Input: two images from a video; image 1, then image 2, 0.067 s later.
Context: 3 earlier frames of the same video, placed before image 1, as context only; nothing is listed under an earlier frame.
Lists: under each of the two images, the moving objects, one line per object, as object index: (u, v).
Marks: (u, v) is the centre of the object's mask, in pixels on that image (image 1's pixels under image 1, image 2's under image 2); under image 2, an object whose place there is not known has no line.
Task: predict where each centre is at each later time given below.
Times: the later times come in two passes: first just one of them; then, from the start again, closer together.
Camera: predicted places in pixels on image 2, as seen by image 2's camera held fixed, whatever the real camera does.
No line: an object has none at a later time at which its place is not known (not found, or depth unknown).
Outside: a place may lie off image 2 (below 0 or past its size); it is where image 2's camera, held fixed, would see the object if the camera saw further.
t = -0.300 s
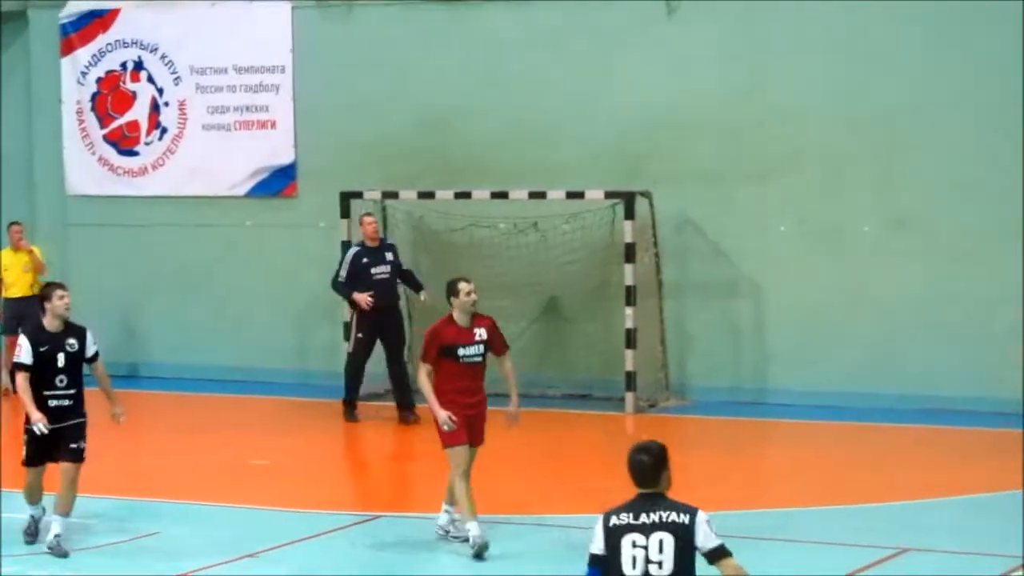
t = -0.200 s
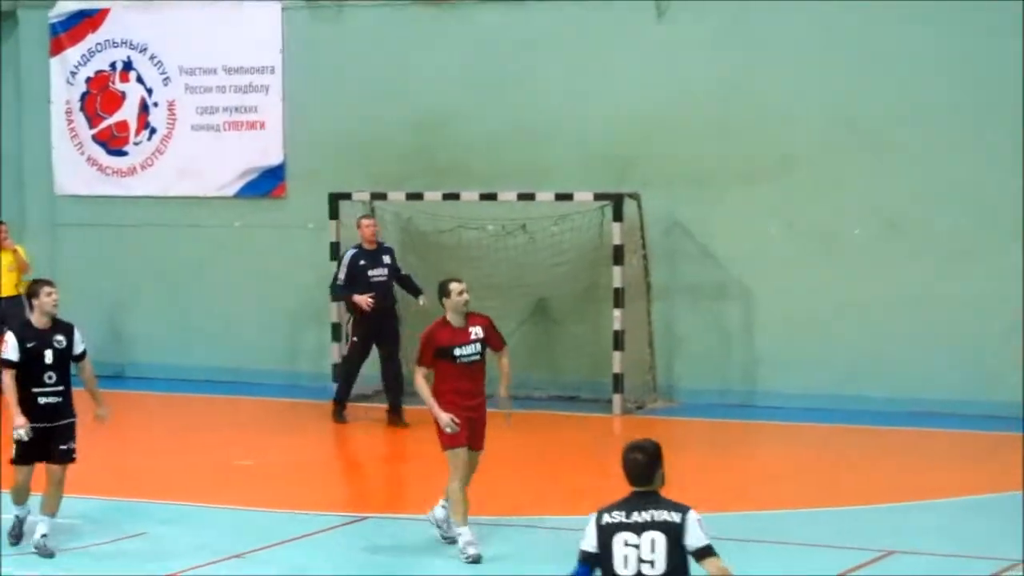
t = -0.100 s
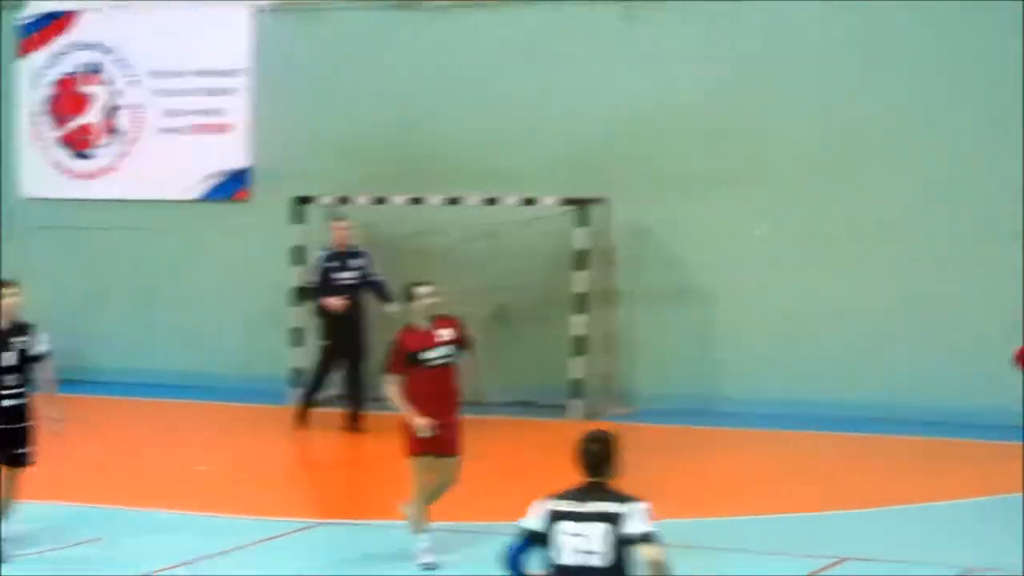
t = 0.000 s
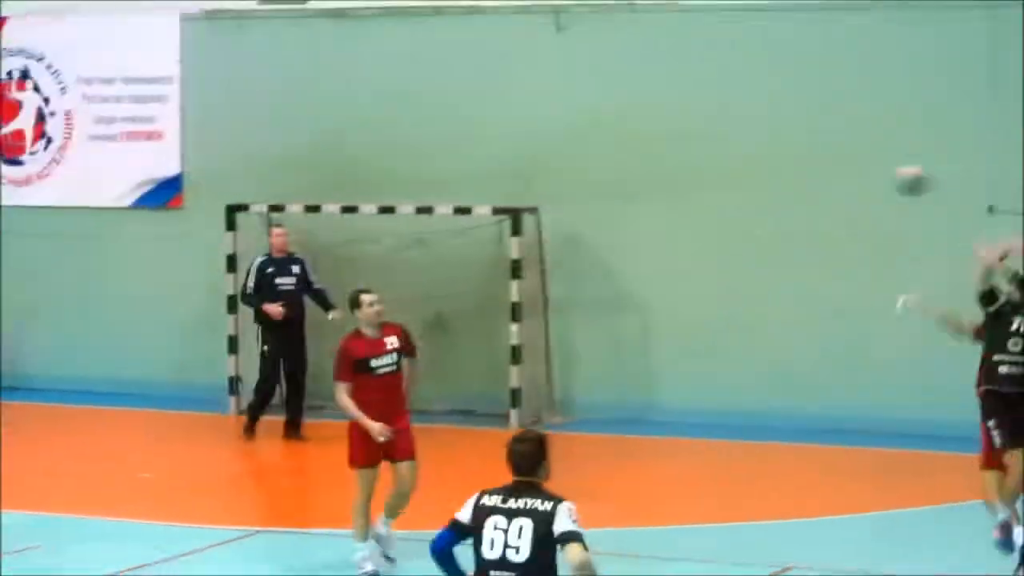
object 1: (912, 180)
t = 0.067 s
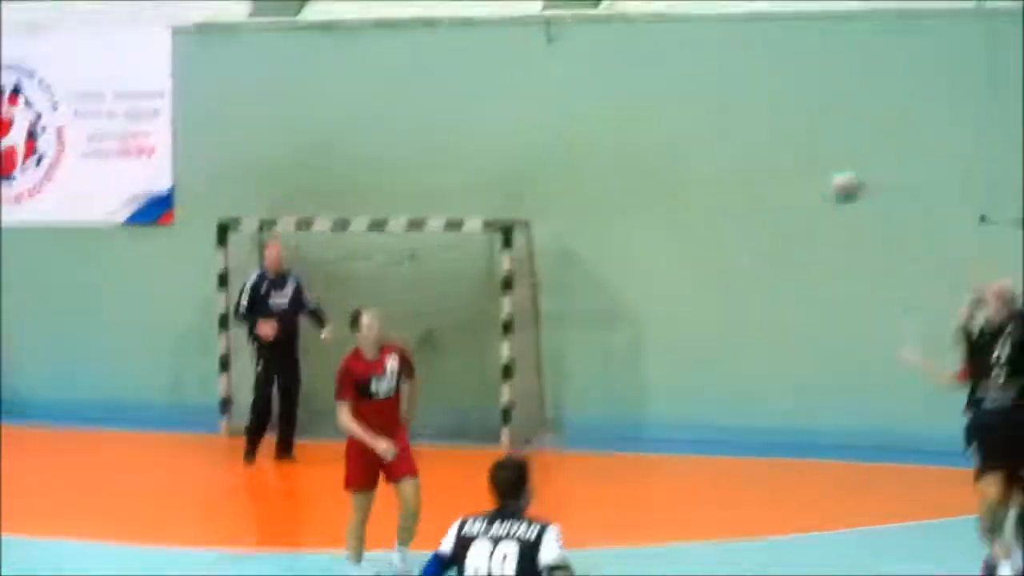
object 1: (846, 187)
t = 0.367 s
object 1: (561, 273)
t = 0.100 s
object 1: (820, 191)
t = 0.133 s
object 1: (790, 193)
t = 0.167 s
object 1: (759, 199)
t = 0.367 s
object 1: (561, 273)
